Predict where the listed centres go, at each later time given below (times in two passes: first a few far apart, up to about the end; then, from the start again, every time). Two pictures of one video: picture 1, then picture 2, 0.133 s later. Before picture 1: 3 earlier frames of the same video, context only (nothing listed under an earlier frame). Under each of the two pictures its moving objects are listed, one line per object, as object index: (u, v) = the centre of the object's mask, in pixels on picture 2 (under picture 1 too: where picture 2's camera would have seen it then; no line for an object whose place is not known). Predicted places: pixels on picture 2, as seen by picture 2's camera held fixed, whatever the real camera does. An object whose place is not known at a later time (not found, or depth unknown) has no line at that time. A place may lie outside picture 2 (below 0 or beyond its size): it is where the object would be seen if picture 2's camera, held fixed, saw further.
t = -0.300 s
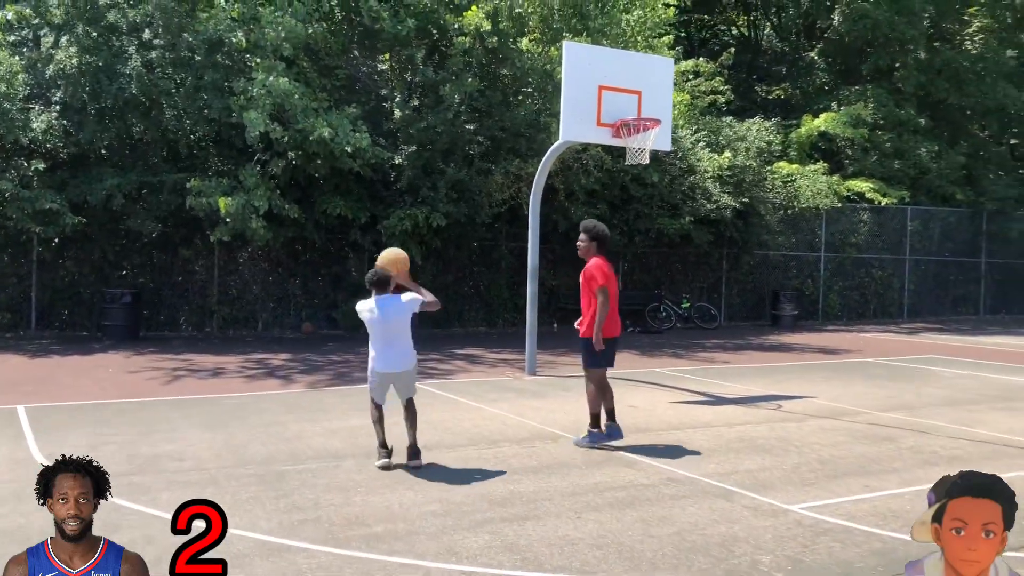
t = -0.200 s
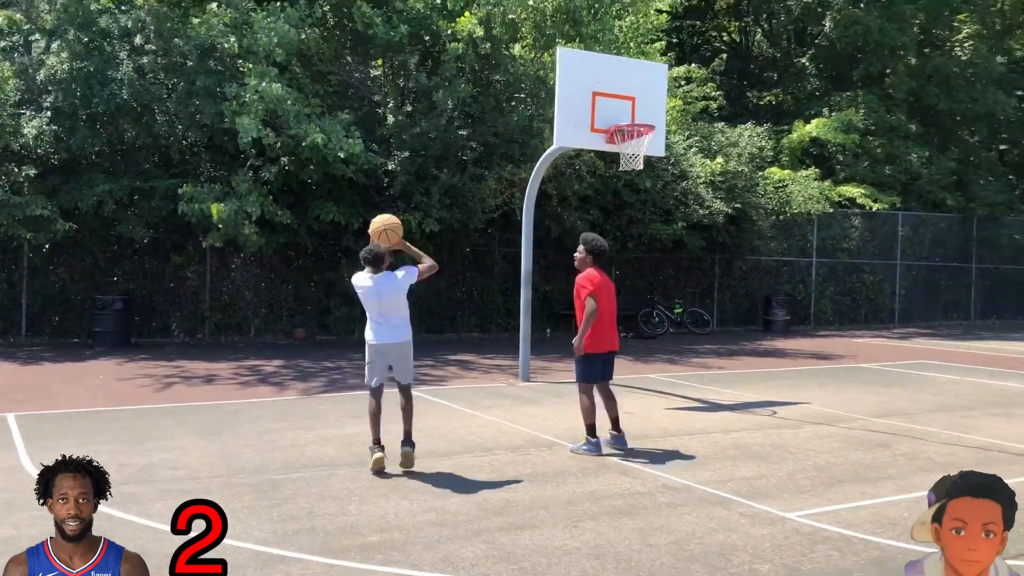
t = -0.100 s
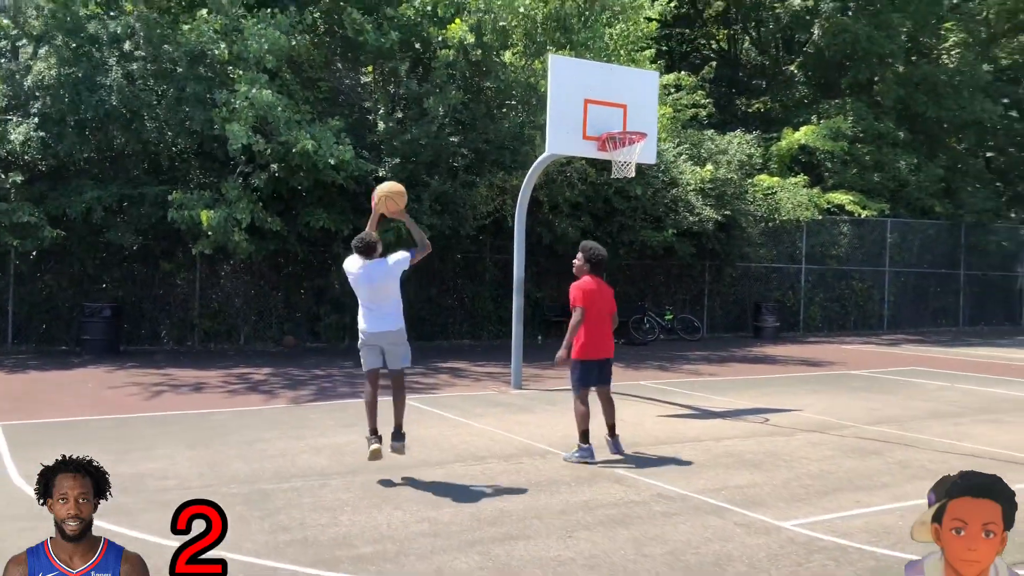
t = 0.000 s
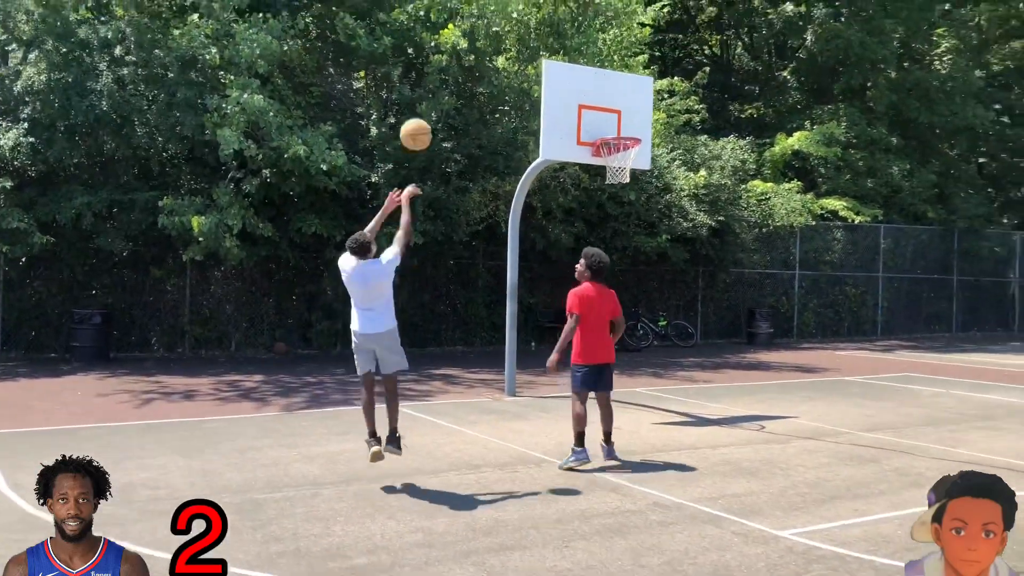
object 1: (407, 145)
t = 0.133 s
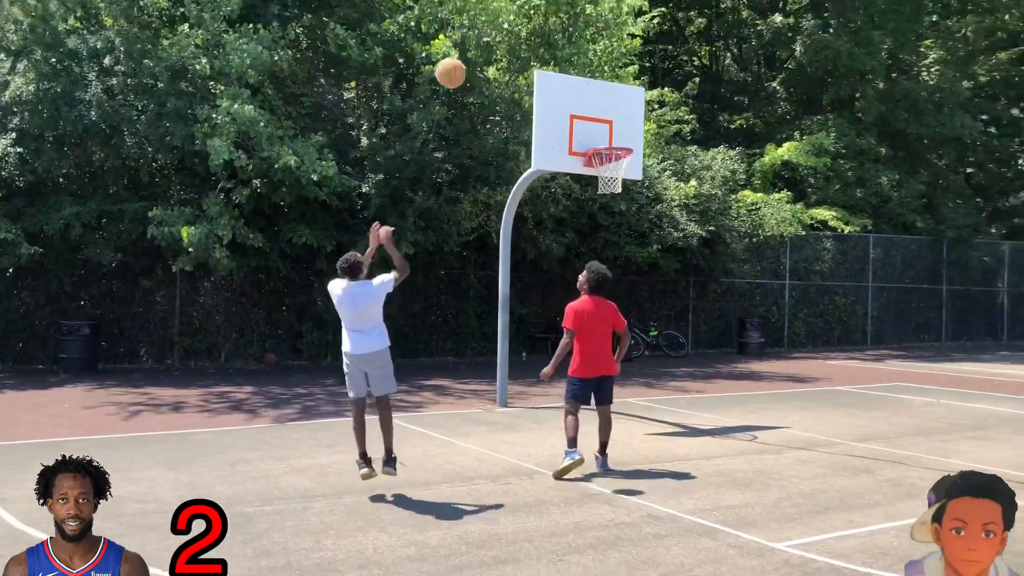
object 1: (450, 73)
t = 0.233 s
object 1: (480, 38)
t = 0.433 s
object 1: (531, 9)
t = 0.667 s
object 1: (579, 30)
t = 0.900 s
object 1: (620, 98)
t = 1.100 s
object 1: (649, 182)
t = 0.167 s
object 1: (461, 59)
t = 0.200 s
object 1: (471, 48)
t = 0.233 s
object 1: (480, 38)
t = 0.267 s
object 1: (489, 29)
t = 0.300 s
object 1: (498, 23)
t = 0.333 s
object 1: (506, 17)
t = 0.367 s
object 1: (515, 13)
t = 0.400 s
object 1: (524, 10)
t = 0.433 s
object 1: (531, 9)
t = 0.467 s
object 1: (539, 8)
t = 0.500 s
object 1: (546, 9)
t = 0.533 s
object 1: (553, 11)
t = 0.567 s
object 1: (560, 14)
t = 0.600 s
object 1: (567, 18)
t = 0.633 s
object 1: (573, 24)
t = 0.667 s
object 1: (579, 30)
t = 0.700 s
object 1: (586, 36)
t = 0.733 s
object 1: (592, 45)
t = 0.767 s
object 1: (598, 54)
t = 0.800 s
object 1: (604, 64)
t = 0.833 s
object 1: (609, 74)
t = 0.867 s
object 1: (615, 85)
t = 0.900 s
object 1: (620, 98)
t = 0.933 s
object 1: (625, 110)
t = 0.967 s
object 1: (631, 124)
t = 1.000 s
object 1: (636, 138)
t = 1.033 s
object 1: (641, 152)
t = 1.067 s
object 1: (646, 166)
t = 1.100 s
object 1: (649, 182)
